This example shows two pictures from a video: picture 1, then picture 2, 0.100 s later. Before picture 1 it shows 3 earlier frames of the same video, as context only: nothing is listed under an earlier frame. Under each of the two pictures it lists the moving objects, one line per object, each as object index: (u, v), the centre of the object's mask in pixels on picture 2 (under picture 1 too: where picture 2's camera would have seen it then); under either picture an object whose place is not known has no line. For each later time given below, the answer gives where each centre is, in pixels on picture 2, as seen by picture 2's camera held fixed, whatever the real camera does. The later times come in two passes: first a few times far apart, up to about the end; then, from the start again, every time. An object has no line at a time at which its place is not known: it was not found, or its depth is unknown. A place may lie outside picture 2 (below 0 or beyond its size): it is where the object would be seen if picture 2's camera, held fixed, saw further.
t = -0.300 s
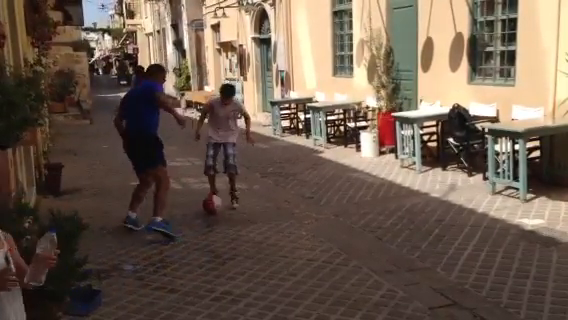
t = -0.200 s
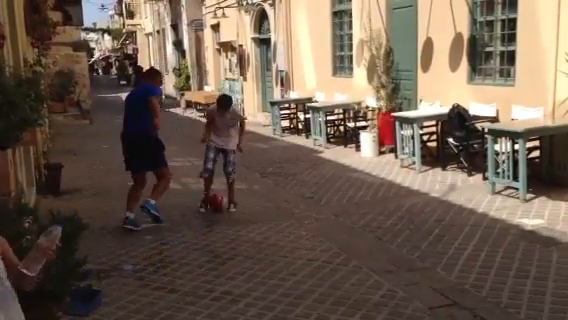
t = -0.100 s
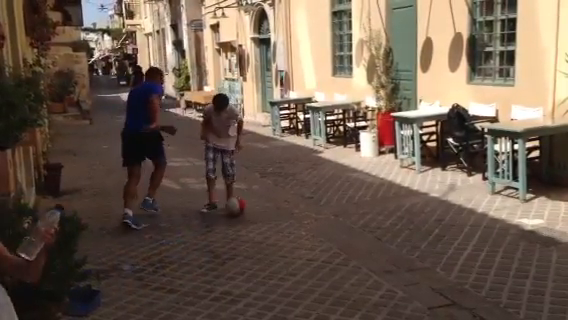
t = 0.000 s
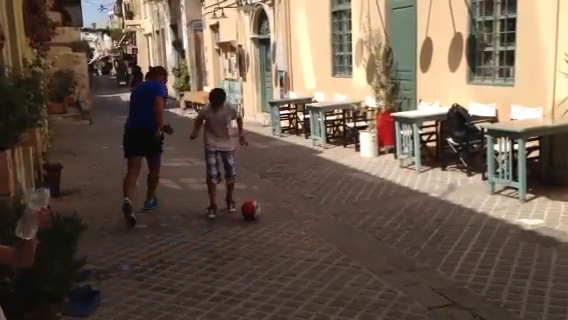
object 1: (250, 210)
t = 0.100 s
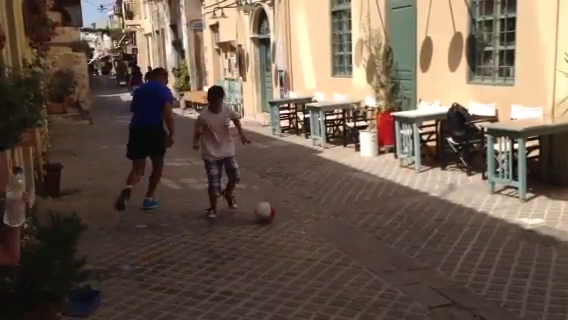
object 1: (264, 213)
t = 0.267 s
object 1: (285, 217)
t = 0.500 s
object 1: (314, 223)
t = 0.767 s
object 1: (351, 228)
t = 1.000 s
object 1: (384, 233)
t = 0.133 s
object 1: (268, 214)
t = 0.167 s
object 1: (273, 215)
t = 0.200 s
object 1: (276, 215)
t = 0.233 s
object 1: (281, 216)
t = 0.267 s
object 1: (285, 217)
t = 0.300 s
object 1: (289, 217)
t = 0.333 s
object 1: (293, 219)
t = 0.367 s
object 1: (297, 219)
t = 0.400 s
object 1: (301, 220)
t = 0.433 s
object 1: (306, 221)
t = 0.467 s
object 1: (311, 221)
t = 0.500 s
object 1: (314, 223)
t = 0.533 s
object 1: (319, 224)
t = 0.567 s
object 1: (324, 224)
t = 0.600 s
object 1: (327, 225)
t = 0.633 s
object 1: (333, 225)
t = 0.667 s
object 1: (338, 227)
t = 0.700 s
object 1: (342, 228)
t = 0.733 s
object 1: (347, 228)
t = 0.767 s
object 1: (351, 228)
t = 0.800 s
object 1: (357, 230)
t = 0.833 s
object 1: (361, 230)
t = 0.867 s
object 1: (367, 230)
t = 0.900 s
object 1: (372, 233)
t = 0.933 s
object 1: (375, 232)
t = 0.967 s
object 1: (380, 233)
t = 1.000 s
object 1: (384, 233)
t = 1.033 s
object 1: (389, 234)
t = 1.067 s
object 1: (392, 235)
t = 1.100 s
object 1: (397, 234)
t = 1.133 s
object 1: (402, 236)
